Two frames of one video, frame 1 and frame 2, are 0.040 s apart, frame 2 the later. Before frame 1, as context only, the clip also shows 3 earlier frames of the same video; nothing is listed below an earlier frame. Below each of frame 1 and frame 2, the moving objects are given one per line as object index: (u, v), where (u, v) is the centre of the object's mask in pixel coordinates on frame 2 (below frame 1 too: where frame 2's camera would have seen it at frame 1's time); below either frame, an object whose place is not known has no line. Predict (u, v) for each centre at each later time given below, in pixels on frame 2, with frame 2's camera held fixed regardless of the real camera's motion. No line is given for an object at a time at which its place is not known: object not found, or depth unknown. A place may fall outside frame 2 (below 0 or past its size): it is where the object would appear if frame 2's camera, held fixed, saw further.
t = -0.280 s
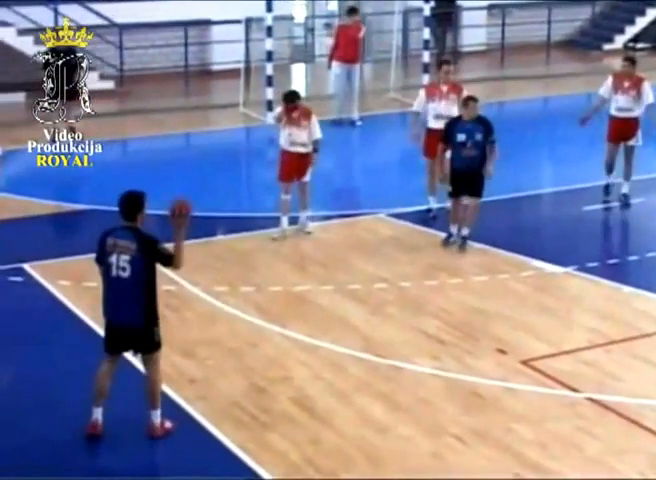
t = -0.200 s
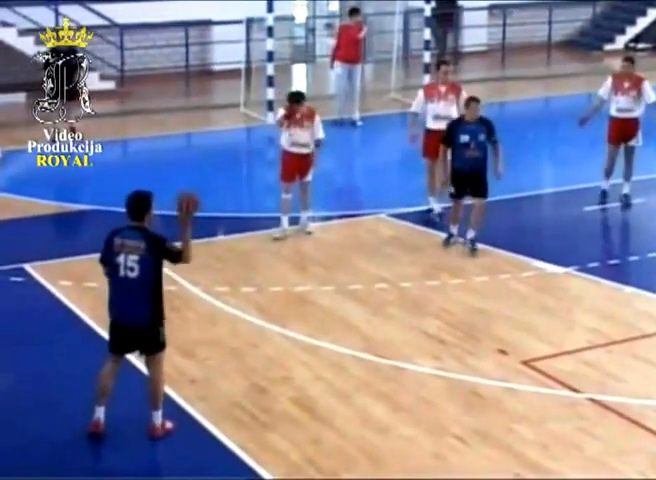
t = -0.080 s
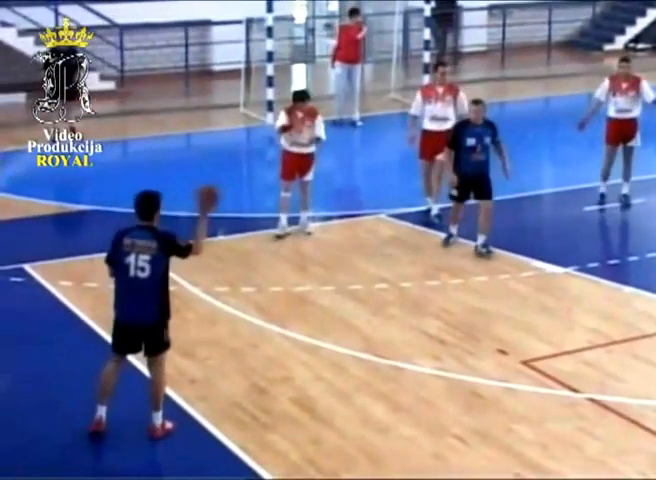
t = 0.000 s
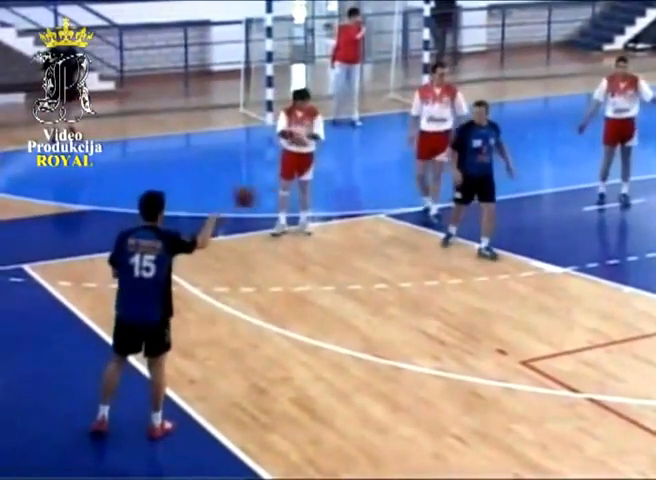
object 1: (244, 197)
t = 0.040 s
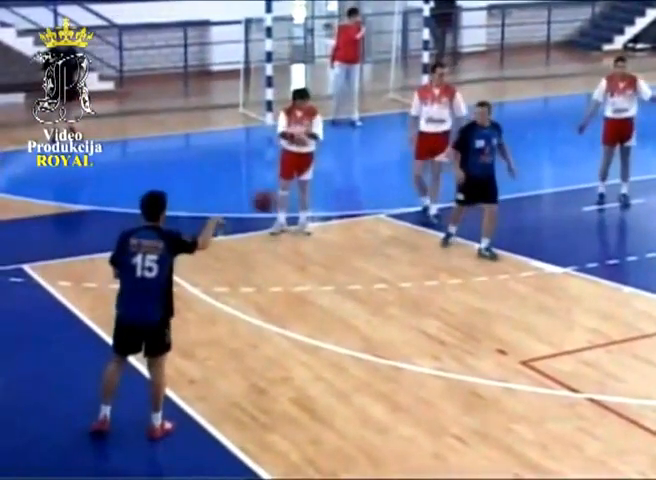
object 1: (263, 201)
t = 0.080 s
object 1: (281, 207)
